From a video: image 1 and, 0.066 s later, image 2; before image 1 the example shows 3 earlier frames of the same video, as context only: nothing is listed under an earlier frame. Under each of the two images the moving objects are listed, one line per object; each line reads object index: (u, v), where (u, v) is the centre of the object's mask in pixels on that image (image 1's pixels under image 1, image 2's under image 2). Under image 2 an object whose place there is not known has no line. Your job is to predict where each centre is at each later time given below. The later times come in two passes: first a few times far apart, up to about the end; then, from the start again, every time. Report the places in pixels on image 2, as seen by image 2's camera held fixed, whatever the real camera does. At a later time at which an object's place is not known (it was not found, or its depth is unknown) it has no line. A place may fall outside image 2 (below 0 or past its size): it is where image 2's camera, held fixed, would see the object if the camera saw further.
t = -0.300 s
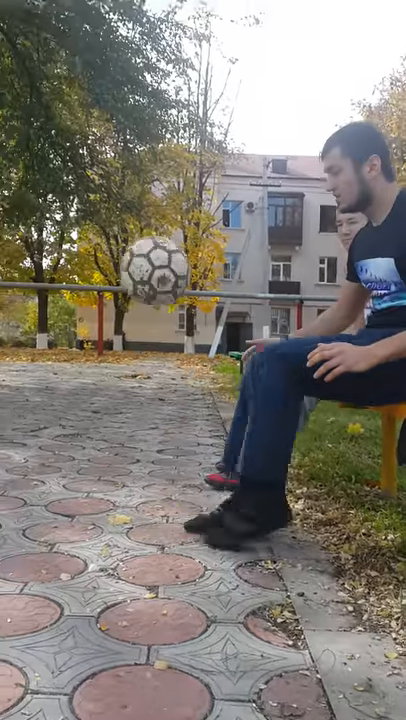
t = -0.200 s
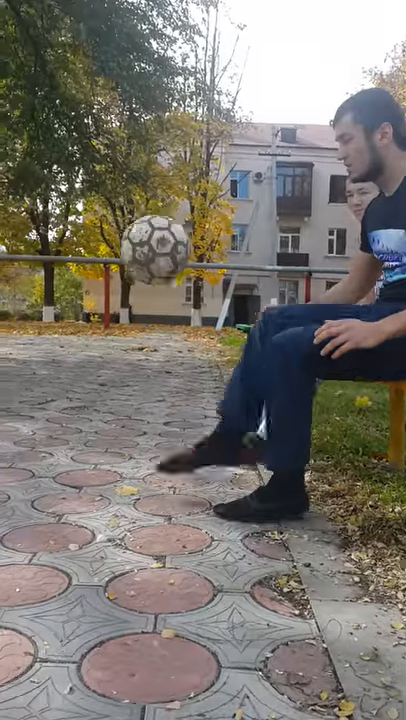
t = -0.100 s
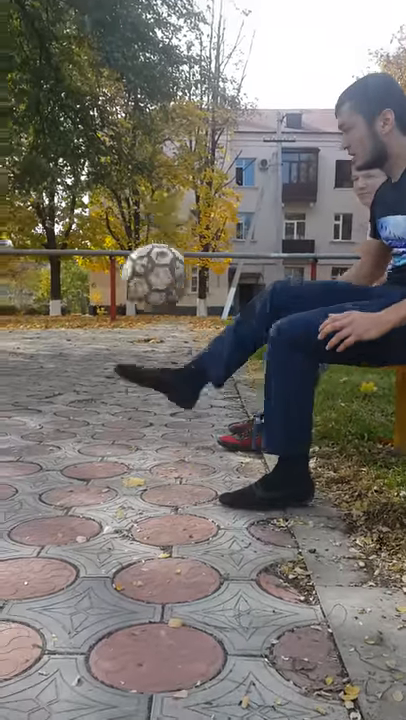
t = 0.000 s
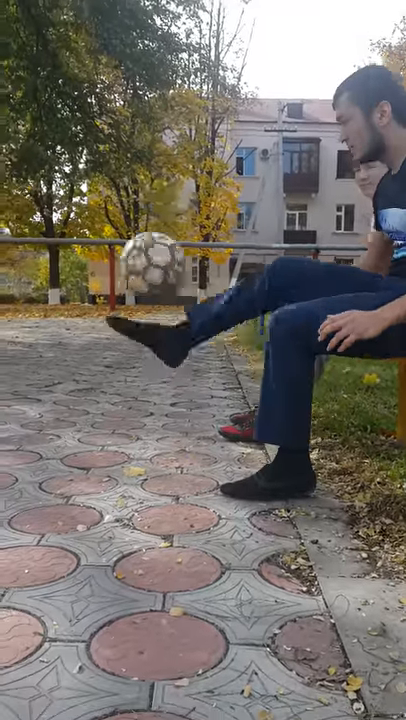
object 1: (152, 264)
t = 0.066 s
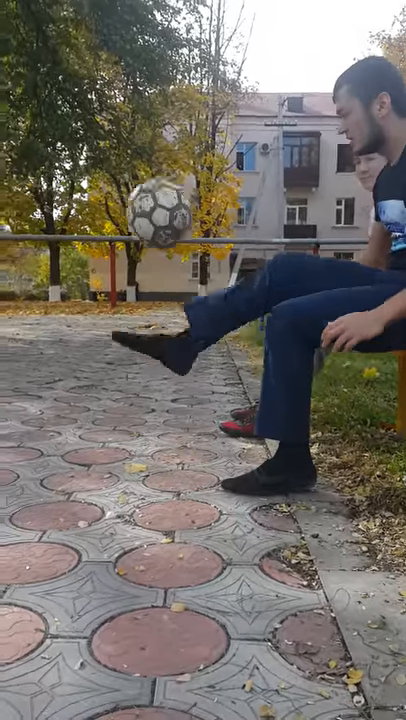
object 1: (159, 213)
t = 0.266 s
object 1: (177, 144)
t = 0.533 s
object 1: (201, 243)
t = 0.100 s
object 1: (163, 194)
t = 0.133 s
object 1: (166, 178)
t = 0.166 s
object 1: (169, 163)
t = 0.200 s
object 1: (172, 154)
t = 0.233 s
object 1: (175, 150)
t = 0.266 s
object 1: (177, 144)
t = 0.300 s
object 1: (180, 146)
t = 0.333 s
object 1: (182, 151)
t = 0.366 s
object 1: (185, 158)
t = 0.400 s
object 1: (190, 169)
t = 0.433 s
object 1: (192, 182)
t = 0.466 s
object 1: (195, 199)
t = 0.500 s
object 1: (198, 220)
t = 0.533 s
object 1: (201, 243)
